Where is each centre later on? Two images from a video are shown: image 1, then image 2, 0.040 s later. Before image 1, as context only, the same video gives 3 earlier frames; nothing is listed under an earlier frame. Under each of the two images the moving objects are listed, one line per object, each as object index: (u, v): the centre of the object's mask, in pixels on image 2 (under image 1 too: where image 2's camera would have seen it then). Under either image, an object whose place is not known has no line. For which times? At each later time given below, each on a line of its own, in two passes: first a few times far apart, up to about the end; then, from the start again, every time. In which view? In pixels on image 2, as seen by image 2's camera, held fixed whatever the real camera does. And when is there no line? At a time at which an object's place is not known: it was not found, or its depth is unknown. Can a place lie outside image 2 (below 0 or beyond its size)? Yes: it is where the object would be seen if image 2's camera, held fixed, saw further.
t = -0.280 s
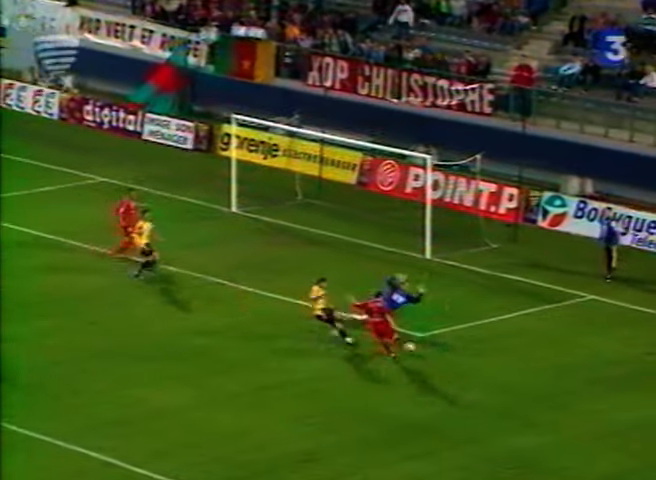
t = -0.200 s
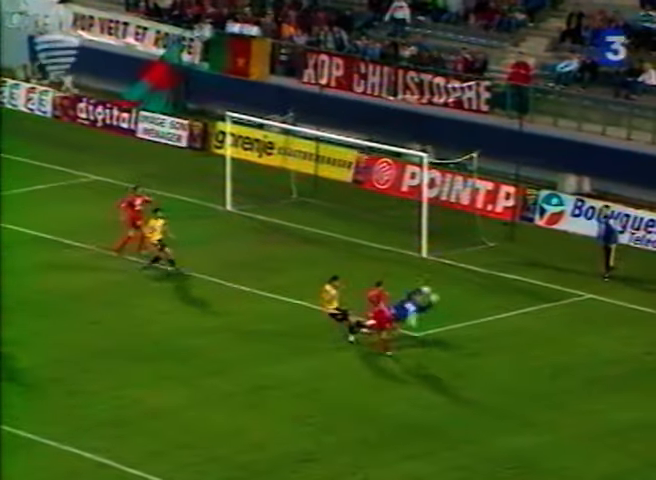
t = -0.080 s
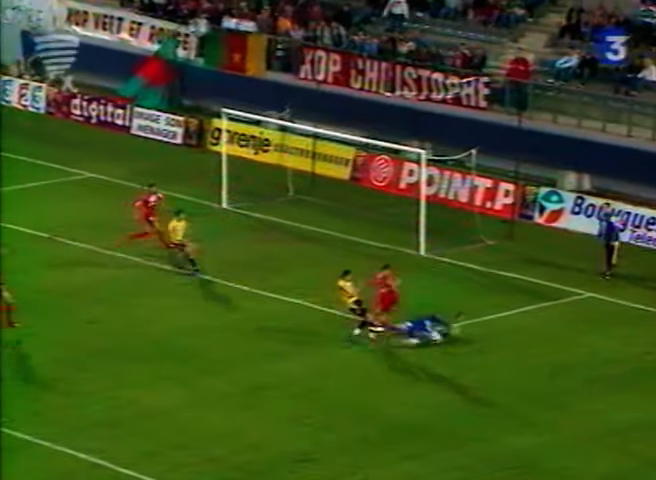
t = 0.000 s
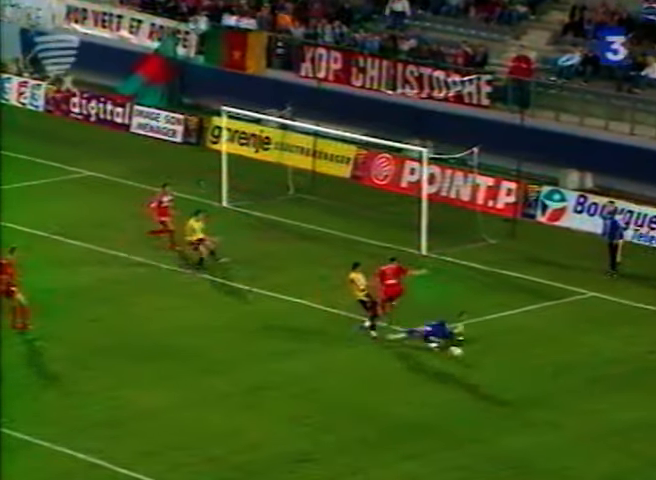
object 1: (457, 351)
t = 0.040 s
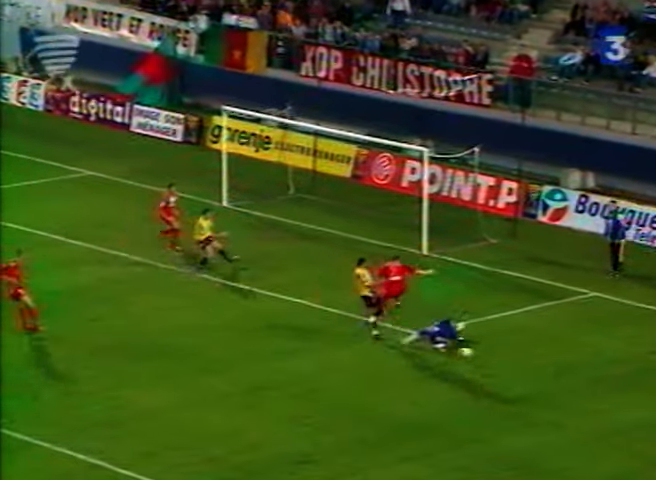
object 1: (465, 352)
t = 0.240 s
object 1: (513, 363)
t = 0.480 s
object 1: (573, 397)
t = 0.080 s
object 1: (474, 353)
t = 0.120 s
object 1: (484, 355)
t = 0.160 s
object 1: (493, 357)
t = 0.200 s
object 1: (504, 360)
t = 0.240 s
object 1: (513, 363)
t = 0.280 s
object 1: (523, 368)
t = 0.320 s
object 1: (532, 373)
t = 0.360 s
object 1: (543, 378)
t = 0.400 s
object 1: (553, 384)
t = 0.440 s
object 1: (563, 390)
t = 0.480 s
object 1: (573, 397)
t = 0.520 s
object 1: (585, 405)
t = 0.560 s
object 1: (596, 414)
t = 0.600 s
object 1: (607, 423)
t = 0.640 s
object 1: (618, 434)
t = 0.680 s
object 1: (631, 446)
